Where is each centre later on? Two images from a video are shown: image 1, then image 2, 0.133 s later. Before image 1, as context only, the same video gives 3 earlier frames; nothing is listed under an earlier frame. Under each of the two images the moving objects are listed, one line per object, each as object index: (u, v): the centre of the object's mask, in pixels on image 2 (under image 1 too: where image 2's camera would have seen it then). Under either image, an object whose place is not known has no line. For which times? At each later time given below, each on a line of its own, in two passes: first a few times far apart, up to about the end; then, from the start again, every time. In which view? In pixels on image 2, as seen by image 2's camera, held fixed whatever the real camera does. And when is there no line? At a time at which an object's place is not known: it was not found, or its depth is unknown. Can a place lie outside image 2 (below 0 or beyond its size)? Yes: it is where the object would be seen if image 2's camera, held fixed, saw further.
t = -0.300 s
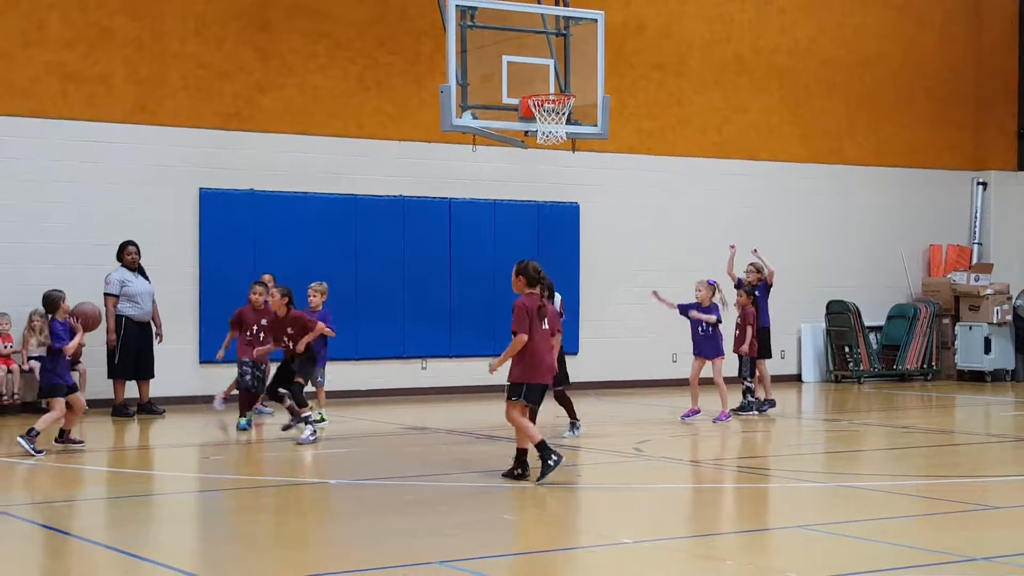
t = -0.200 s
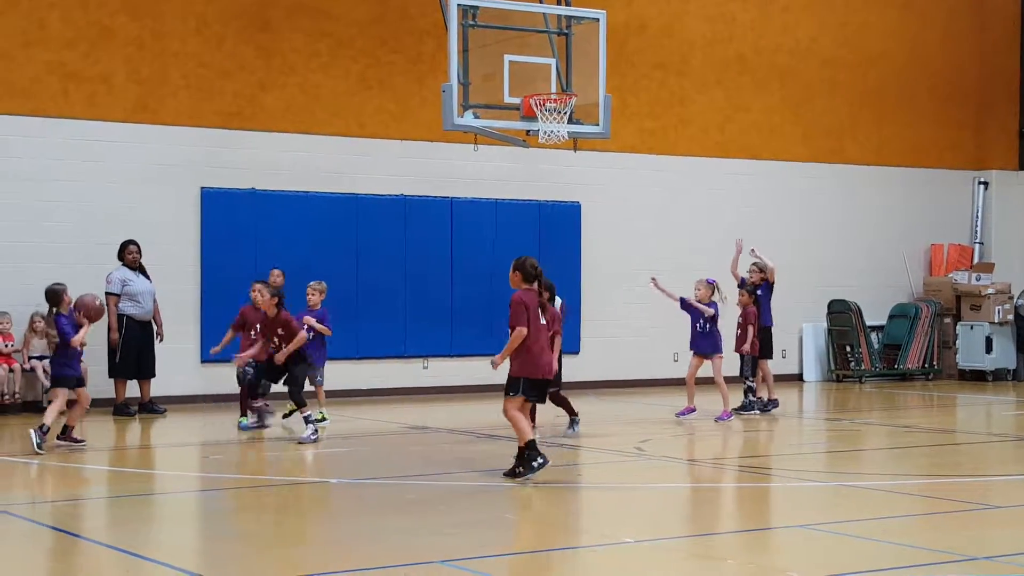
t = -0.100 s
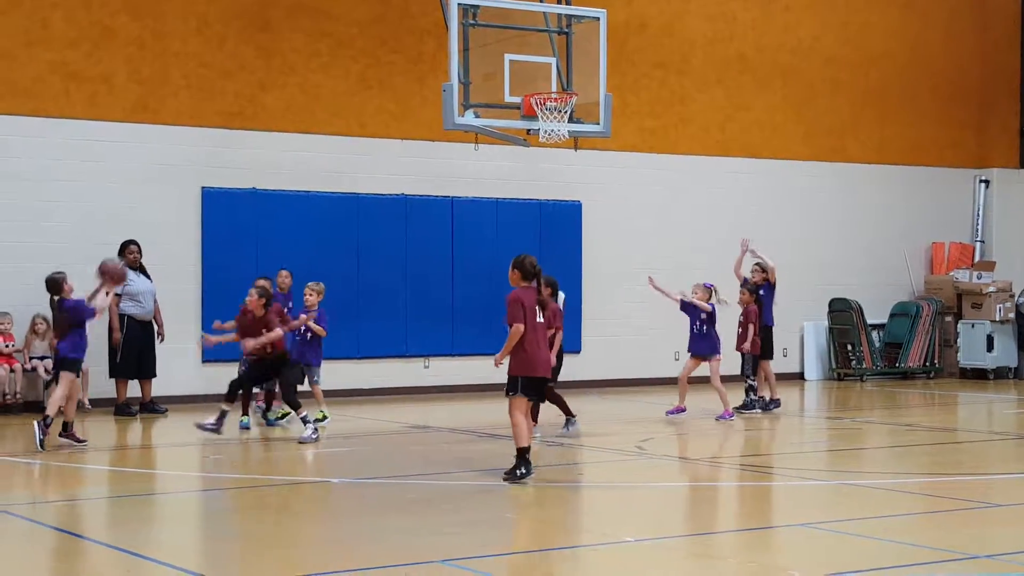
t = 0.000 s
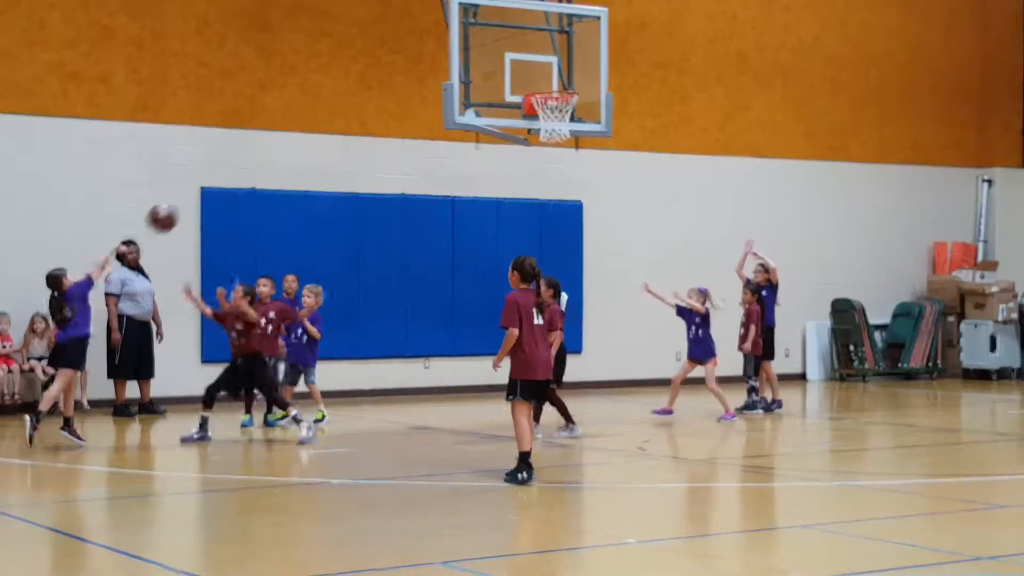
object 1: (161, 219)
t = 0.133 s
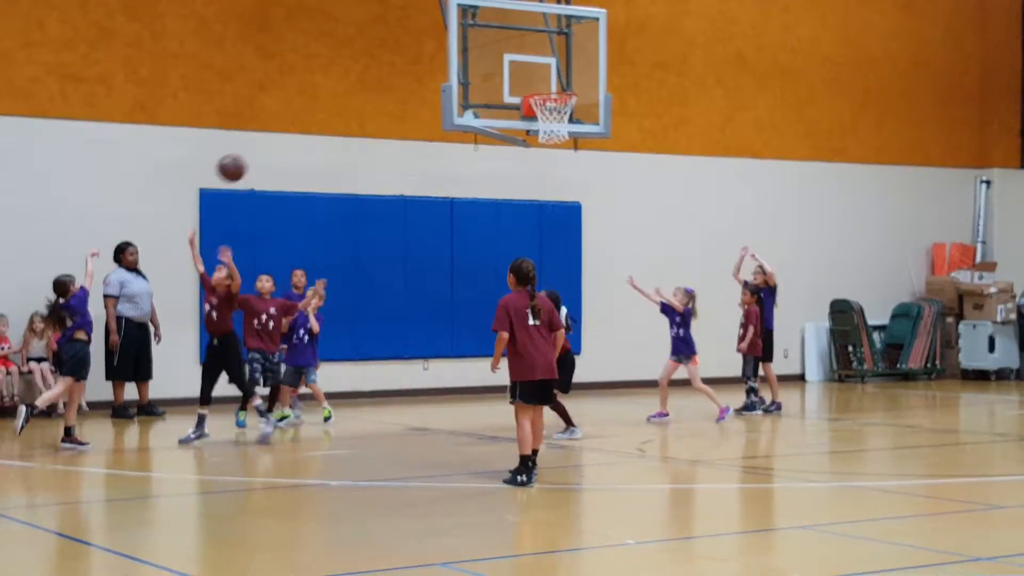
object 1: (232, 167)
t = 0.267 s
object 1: (297, 140)
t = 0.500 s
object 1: (402, 144)
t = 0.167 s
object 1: (248, 159)
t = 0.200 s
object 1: (265, 151)
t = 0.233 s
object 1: (281, 146)
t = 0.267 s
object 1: (297, 140)
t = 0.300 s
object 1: (313, 137)
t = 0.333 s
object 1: (329, 134)
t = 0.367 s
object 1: (344, 134)
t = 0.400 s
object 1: (358, 134)
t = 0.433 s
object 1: (374, 136)
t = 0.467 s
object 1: (388, 139)
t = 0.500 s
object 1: (402, 144)
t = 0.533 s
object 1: (417, 149)
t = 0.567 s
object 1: (430, 155)
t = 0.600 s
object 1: (444, 163)
